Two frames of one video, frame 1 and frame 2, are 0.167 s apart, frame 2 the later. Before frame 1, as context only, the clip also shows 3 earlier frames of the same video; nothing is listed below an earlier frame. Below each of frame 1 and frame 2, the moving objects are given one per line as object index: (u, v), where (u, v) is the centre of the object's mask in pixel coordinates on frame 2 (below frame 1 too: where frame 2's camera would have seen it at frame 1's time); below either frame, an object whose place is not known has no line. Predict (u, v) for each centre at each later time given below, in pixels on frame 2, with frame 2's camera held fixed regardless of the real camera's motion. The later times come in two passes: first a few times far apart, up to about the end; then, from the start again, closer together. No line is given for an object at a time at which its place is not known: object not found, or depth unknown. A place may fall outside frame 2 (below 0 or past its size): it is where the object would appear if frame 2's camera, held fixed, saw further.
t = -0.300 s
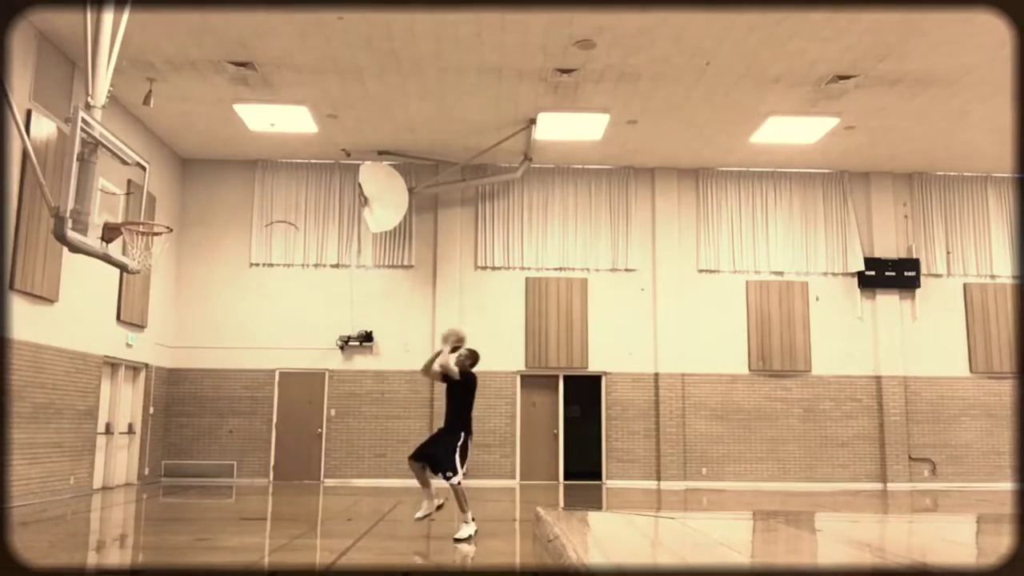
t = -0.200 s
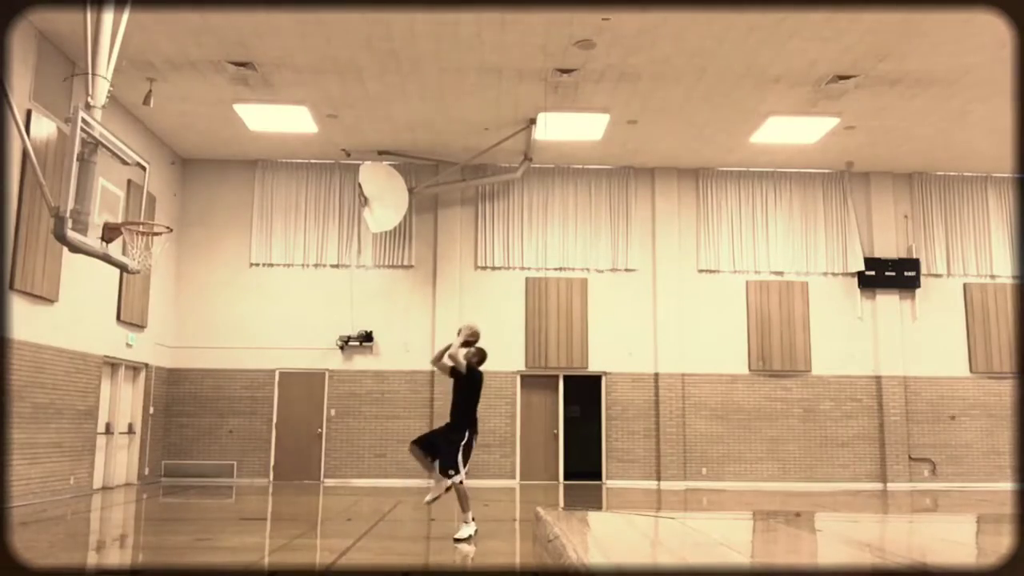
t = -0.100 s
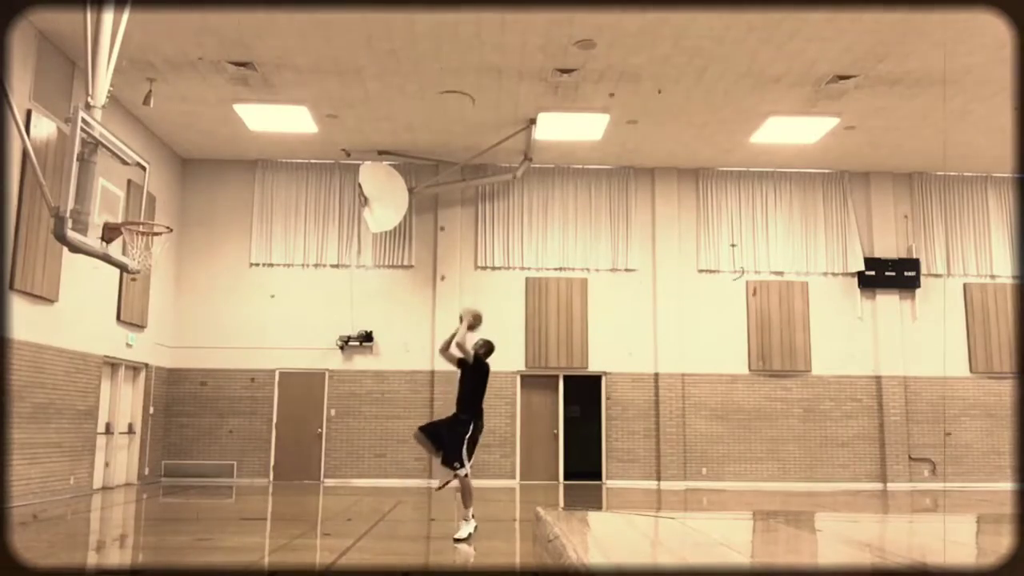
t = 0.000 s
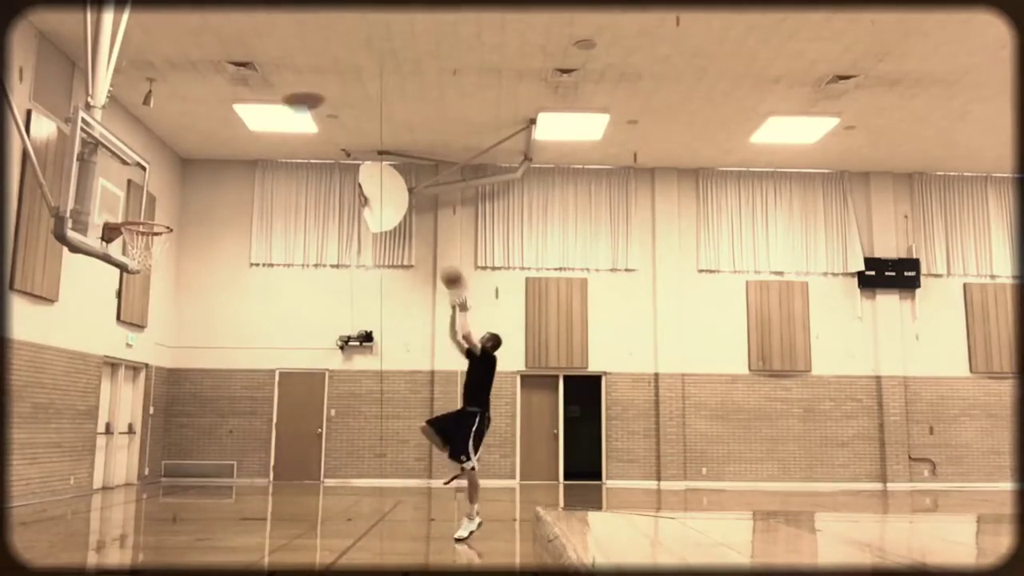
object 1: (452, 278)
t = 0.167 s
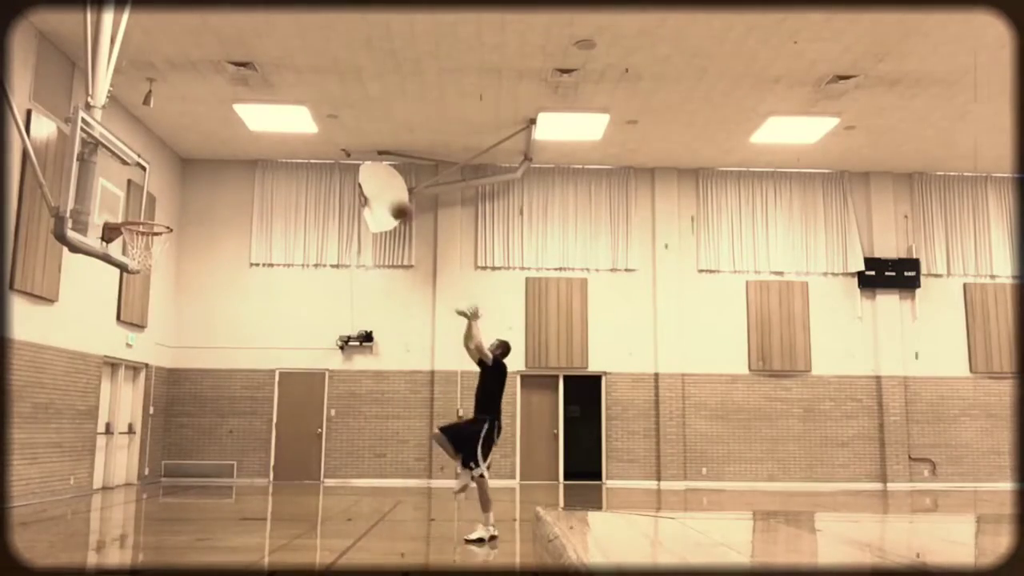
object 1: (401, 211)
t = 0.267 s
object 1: (369, 183)
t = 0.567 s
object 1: (273, 151)
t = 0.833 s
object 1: (185, 191)
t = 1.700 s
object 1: (142, 230)
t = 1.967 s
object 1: (132, 289)
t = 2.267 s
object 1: (116, 436)
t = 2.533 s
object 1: (112, 453)
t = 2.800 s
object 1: (117, 374)
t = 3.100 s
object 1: (117, 367)
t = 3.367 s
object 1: (112, 426)
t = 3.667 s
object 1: (108, 480)
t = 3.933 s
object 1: (114, 426)
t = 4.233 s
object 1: (115, 440)
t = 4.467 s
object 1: (111, 504)
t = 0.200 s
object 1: (390, 200)
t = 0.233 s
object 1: (379, 191)
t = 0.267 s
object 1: (369, 183)
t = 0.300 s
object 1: (358, 175)
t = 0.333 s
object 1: (347, 166)
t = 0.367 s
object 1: (337, 162)
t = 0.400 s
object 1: (327, 157)
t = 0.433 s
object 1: (317, 154)
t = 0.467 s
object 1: (305, 151)
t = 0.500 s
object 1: (295, 151)
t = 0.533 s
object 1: (284, 150)
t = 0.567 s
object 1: (273, 151)
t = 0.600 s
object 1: (263, 152)
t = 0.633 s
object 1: (251, 154)
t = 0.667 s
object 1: (241, 158)
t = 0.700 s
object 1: (229, 162)
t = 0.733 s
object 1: (219, 167)
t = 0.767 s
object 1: (208, 173)
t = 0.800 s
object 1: (196, 181)
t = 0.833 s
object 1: (185, 191)
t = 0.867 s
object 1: (173, 200)
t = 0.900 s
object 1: (159, 213)
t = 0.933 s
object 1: (154, 214)
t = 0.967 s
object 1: (147, 211)
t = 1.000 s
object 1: (141, 210)
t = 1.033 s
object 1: (135, 210)
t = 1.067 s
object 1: (128, 211)
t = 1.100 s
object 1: (122, 212)
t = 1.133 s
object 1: (122, 211)
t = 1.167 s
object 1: (128, 209)
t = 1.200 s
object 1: (133, 209)
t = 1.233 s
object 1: (139, 209)
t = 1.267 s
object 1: (145, 210)
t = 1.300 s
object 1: (150, 212)
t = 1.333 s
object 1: (156, 214)
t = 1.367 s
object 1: (161, 218)
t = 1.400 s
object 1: (163, 218)
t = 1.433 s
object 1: (161, 216)
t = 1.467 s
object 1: (159, 214)
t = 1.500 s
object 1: (156, 213)
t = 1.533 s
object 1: (154, 213)
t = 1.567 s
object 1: (152, 213)
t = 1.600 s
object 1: (149, 213)
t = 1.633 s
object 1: (147, 215)
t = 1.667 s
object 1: (144, 221)
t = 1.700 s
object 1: (142, 230)
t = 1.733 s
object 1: (140, 233)
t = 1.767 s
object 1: (140, 236)
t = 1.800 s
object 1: (139, 242)
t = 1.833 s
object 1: (137, 250)
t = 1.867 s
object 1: (135, 259)
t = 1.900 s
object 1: (135, 268)
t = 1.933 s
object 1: (134, 278)
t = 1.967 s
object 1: (132, 289)
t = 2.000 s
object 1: (131, 300)
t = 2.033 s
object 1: (129, 314)
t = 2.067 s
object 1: (129, 326)
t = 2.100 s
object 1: (125, 342)
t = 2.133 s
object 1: (124, 358)
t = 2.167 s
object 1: (124, 372)
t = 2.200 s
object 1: (120, 395)
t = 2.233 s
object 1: (119, 412)
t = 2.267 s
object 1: (116, 436)
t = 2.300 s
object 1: (113, 456)
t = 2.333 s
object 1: (111, 479)
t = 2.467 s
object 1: (110, 484)
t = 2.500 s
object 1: (111, 467)
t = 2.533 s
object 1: (112, 453)
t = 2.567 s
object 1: (113, 440)
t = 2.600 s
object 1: (113, 426)
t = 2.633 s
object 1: (115, 415)
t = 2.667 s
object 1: (115, 405)
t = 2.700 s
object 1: (116, 395)
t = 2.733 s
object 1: (116, 387)
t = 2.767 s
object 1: (117, 380)
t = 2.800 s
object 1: (117, 374)
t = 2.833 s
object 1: (117, 369)
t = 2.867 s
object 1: (118, 366)
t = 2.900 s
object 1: (118, 363)
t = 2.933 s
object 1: (118, 361)
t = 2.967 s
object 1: (118, 360)
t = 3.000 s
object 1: (118, 360)
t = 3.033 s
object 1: (118, 361)
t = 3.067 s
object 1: (117, 364)
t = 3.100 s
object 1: (117, 367)
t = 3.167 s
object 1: (116, 375)
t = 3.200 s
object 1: (116, 381)
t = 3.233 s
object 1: (115, 389)
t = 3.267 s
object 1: (114, 396)
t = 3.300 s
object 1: (114, 405)
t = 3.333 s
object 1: (113, 415)
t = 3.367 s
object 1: (112, 426)
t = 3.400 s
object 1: (111, 439)
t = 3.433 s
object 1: (110, 451)
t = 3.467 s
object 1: (109, 465)
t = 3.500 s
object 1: (107, 480)
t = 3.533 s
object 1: (106, 497)
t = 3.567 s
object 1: (105, 511)
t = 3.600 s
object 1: (105, 504)
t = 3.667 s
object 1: (108, 480)
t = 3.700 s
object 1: (109, 469)
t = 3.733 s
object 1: (110, 459)
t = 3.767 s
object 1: (110, 452)
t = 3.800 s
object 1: (111, 445)
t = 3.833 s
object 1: (112, 441)
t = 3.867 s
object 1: (112, 434)
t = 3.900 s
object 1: (113, 430)
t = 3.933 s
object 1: (114, 426)
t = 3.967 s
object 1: (114, 424)
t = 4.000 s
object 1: (114, 423)
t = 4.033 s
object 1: (115, 423)
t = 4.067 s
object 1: (115, 424)
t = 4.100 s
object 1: (115, 425)
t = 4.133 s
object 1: (115, 428)
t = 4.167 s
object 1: (115, 431)
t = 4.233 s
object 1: (115, 440)
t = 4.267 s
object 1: (114, 446)
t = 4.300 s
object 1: (114, 453)
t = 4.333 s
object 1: (113, 462)
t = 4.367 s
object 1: (113, 470)
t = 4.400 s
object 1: (112, 481)
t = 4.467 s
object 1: (111, 504)
